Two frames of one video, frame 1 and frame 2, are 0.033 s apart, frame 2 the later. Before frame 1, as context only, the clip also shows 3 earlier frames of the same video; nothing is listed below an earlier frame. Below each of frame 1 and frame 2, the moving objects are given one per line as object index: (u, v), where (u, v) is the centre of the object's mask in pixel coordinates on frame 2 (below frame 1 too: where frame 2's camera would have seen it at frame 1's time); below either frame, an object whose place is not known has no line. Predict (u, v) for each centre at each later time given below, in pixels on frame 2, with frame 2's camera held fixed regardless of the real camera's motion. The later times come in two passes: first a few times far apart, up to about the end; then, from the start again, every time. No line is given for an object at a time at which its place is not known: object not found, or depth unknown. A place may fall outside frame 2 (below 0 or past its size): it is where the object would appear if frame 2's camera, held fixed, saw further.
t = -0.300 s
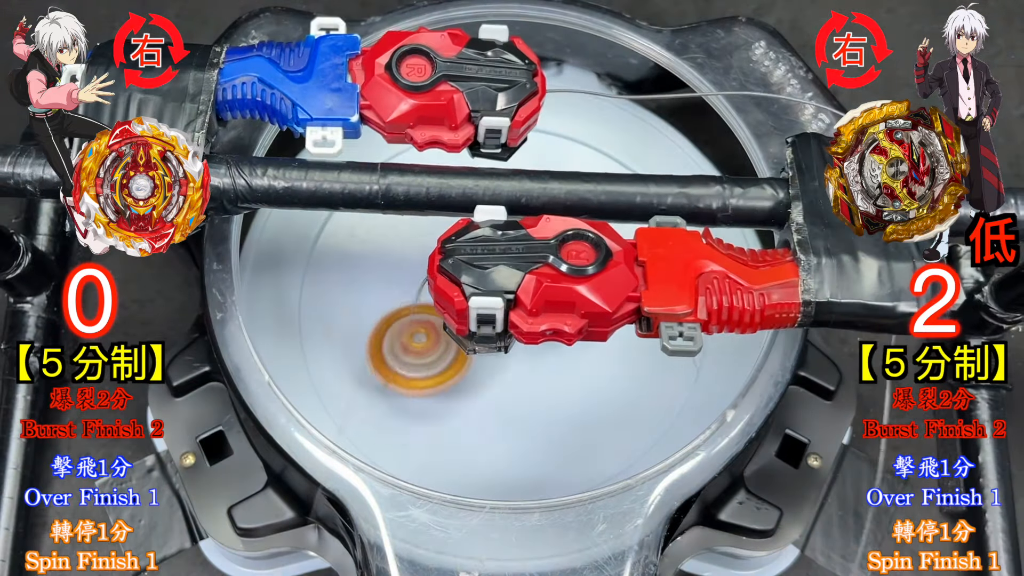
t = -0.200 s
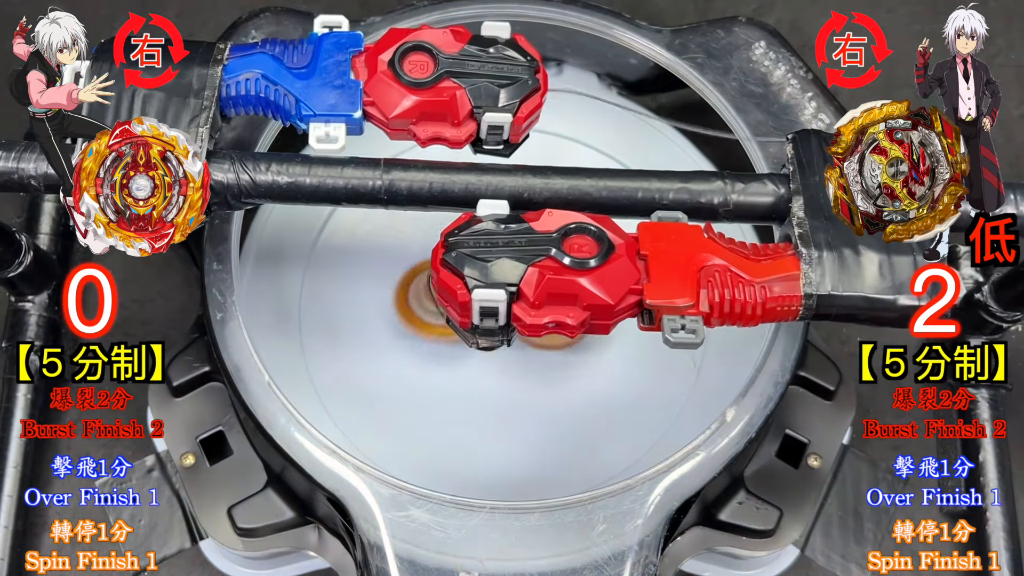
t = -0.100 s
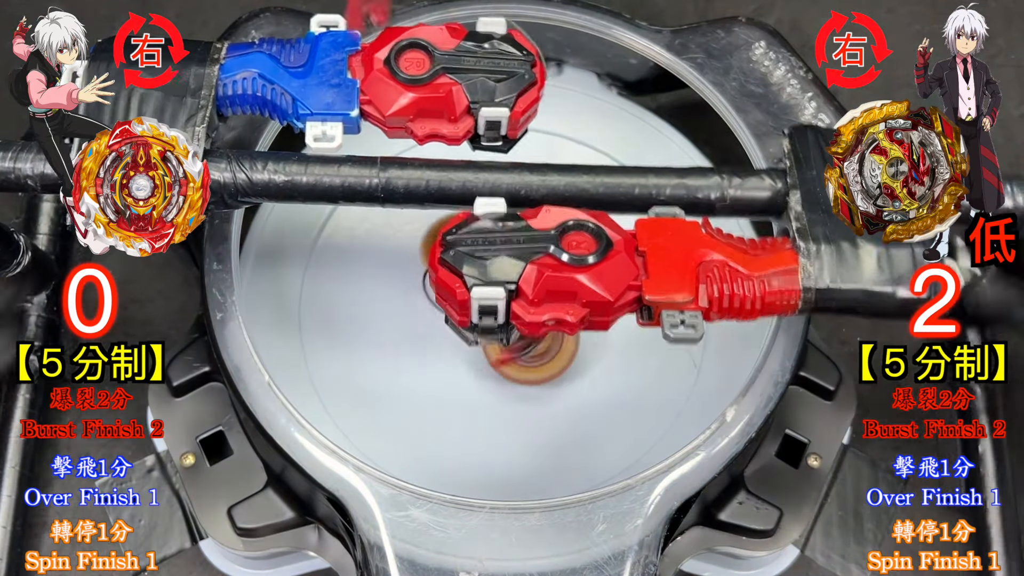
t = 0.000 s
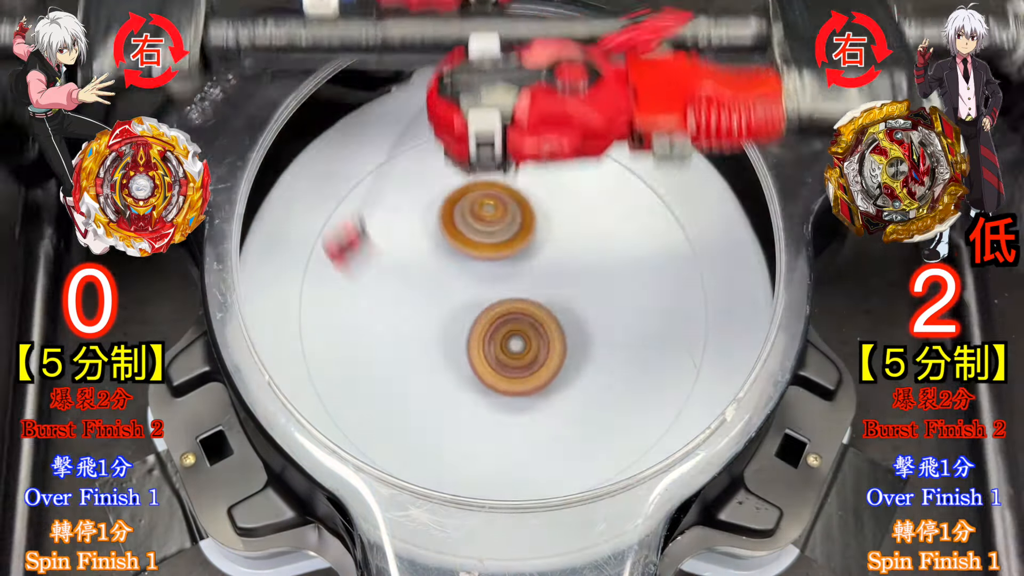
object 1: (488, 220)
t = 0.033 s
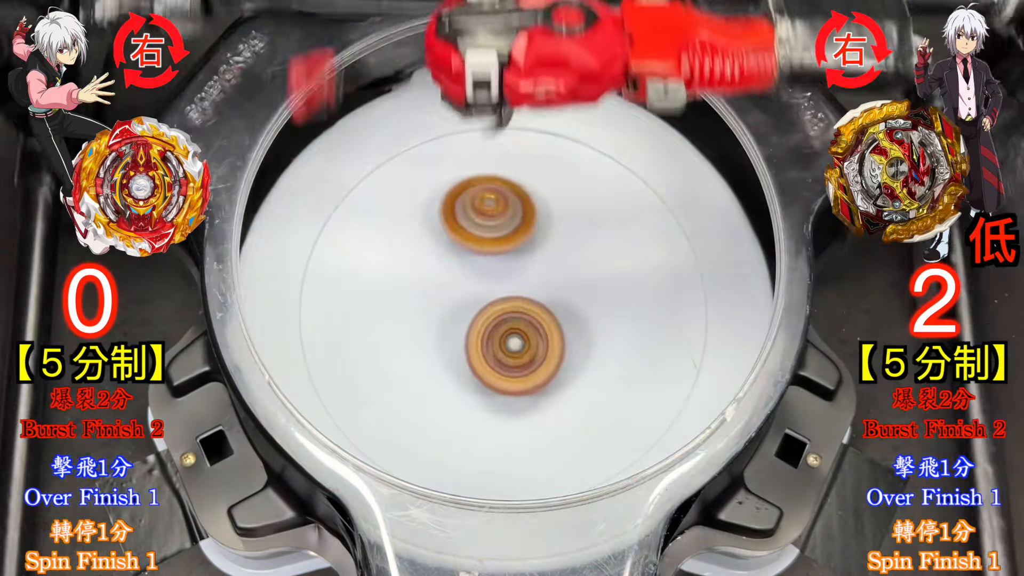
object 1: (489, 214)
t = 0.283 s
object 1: (428, 245)
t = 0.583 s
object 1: (343, 395)
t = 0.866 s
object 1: (507, 394)
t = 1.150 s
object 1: (637, 410)
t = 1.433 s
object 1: (488, 155)
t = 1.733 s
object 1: (320, 366)
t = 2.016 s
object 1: (651, 415)
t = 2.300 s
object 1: (570, 126)
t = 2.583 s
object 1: (309, 342)
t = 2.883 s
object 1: (650, 424)
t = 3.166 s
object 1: (558, 123)
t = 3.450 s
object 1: (310, 332)
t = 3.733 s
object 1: (569, 399)
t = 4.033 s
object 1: (506, 117)
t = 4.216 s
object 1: (355, 184)
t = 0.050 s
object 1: (489, 212)
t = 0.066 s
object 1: (487, 211)
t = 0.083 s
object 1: (486, 211)
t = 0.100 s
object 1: (484, 211)
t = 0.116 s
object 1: (481, 211)
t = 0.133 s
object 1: (477, 212)
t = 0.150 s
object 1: (473, 214)
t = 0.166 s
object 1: (469, 217)
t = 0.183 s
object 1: (464, 219)
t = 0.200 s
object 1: (459, 223)
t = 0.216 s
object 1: (453, 226)
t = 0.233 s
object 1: (448, 230)
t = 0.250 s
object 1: (441, 235)
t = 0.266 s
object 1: (435, 239)
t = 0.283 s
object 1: (428, 245)
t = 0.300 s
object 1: (421, 250)
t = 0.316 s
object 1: (414, 256)
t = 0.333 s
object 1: (406, 261)
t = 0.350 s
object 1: (398, 267)
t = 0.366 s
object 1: (390, 274)
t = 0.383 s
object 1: (382, 281)
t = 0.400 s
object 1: (374, 288)
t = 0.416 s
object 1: (366, 296)
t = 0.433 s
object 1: (359, 304)
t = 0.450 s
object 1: (351, 313)
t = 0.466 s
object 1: (344, 323)
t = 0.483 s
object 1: (338, 332)
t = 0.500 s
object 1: (332, 344)
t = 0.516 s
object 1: (328, 356)
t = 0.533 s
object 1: (326, 367)
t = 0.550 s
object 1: (328, 377)
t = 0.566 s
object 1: (333, 386)
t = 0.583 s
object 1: (343, 395)
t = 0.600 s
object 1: (352, 404)
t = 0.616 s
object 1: (363, 411)
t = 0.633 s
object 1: (373, 418)
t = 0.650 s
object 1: (384, 424)
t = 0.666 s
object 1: (394, 428)
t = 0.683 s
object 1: (404, 432)
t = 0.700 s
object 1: (415, 436)
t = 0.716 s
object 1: (426, 437)
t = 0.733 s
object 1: (437, 437)
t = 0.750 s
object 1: (447, 435)
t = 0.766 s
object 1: (458, 433)
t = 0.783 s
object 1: (467, 428)
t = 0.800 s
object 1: (477, 424)
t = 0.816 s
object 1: (485, 418)
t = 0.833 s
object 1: (493, 411)
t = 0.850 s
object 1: (500, 403)
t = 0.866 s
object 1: (507, 394)
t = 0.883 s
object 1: (512, 386)
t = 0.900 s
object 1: (517, 376)
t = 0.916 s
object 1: (529, 391)
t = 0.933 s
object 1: (543, 410)
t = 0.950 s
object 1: (557, 427)
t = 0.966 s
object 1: (571, 442)
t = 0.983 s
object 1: (582, 449)
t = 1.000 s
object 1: (592, 454)
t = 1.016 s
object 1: (604, 465)
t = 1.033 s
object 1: (607, 450)
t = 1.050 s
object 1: (613, 447)
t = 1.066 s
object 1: (618, 444)
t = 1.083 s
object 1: (622, 442)
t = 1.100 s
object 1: (626, 435)
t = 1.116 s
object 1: (631, 428)
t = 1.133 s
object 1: (634, 421)
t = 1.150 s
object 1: (637, 410)
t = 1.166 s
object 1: (637, 396)
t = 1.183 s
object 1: (638, 382)
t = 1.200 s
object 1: (637, 365)
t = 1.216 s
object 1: (636, 349)
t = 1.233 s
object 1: (633, 331)
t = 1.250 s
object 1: (630, 312)
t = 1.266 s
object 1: (625, 294)
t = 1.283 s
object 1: (617, 275)
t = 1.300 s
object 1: (608, 257)
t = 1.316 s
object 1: (598, 240)
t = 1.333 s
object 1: (585, 224)
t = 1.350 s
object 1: (572, 209)
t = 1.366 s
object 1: (556, 196)
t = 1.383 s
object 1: (540, 183)
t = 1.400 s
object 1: (523, 172)
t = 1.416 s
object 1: (506, 162)
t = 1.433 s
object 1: (488, 155)
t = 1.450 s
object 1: (469, 148)
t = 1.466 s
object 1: (450, 144)
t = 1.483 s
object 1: (431, 142)
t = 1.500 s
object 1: (412, 142)
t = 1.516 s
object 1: (393, 143)
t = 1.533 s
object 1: (379, 154)
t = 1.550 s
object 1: (368, 167)
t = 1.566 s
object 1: (356, 182)
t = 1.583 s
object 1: (344, 197)
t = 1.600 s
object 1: (333, 213)
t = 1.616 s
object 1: (321, 228)
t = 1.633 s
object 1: (311, 245)
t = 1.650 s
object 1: (307, 264)
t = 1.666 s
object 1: (304, 285)
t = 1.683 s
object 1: (304, 306)
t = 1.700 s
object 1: (305, 326)
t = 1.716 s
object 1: (311, 347)
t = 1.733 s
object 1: (320, 366)
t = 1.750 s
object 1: (331, 385)
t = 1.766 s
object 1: (345, 403)
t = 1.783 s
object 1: (362, 418)
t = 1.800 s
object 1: (379, 432)
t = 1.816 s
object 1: (399, 443)
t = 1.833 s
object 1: (418, 465)
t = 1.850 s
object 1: (438, 476)
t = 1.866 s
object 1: (459, 481)
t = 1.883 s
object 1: (482, 485)
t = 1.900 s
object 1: (507, 484)
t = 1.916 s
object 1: (531, 481)
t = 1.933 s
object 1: (555, 477)
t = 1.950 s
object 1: (576, 469)
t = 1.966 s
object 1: (595, 452)
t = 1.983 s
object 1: (614, 442)
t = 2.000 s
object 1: (634, 429)
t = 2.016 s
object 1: (651, 415)
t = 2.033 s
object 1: (666, 399)
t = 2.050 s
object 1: (680, 381)
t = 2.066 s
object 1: (690, 362)
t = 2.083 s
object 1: (698, 342)
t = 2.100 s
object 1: (702, 322)
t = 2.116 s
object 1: (705, 301)
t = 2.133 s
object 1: (705, 280)
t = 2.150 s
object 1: (702, 259)
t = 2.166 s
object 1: (698, 239)
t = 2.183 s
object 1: (691, 220)
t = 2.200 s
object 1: (679, 203)
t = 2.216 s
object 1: (663, 186)
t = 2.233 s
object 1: (648, 171)
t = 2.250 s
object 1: (631, 157)
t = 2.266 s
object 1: (613, 143)
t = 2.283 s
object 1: (592, 133)
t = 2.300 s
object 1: (570, 126)
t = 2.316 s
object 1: (547, 119)
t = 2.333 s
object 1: (522, 116)
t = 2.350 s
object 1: (498, 116)
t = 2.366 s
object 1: (474, 118)
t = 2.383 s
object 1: (450, 123)
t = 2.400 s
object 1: (427, 130)
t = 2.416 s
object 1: (405, 141)
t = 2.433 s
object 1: (384, 152)
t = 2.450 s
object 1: (365, 168)
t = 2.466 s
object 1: (348, 185)
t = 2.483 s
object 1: (333, 205)
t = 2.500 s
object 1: (321, 226)
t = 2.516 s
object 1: (311, 248)
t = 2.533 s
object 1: (306, 272)
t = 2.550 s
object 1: (303, 296)
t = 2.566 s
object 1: (304, 319)
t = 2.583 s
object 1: (309, 342)
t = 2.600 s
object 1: (319, 364)
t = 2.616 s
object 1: (330, 384)
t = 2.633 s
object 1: (346, 402)
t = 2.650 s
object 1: (363, 419)
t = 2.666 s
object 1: (380, 432)
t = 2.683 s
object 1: (400, 444)
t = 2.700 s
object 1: (419, 466)
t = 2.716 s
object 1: (438, 477)
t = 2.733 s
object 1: (460, 484)
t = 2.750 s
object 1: (482, 488)
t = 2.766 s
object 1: (507, 490)
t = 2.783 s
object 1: (530, 488)
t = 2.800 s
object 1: (554, 484)
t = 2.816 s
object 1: (576, 477)
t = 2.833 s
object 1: (597, 468)
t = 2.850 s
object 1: (613, 448)
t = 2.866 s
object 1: (632, 437)
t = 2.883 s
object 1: (650, 424)
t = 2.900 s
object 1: (665, 411)
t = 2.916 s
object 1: (680, 395)
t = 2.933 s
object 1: (692, 378)
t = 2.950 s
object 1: (702, 359)
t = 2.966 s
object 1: (710, 340)
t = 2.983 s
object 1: (713, 318)
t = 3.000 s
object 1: (712, 297)
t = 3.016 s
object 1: (709, 274)
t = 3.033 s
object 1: (703, 252)
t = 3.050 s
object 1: (695, 230)
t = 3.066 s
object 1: (682, 209)
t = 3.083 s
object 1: (667, 189)
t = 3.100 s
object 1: (650, 170)
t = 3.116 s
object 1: (629, 156)
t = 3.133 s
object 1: (607, 141)
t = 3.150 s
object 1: (582, 131)
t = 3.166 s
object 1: (558, 123)
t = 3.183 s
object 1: (531, 119)
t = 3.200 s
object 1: (505, 117)
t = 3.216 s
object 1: (480, 118)
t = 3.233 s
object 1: (454, 124)
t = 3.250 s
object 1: (430, 130)
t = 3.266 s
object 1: (407, 141)
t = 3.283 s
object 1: (385, 153)
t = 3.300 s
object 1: (365, 168)
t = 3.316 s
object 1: (348, 186)
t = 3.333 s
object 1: (333, 204)
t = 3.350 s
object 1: (323, 221)
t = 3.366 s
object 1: (316, 239)
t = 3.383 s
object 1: (311, 258)
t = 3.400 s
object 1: (307, 275)
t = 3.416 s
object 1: (304, 294)
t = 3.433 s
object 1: (305, 313)
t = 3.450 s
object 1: (310, 332)
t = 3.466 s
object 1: (316, 350)
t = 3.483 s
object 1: (325, 366)
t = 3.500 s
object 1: (336, 382)
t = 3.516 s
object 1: (349, 396)
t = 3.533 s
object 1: (364, 409)
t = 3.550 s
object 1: (381, 420)
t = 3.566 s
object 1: (400, 430)
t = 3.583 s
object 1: (419, 438)
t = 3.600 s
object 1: (439, 443)
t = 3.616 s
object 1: (455, 445)
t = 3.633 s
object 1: (471, 446)
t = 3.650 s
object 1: (487, 444)
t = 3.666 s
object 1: (505, 439)
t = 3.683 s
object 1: (521, 432)
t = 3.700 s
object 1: (538, 423)
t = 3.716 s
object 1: (554, 412)
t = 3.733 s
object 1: (569, 399)
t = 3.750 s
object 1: (583, 386)
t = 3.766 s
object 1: (594, 371)
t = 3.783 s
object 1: (605, 355)
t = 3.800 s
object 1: (611, 338)
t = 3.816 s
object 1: (615, 320)
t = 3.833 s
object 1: (617, 302)
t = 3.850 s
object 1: (616, 284)
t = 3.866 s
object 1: (613, 264)
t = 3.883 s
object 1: (607, 245)
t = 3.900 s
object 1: (599, 225)
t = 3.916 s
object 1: (590, 205)
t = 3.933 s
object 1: (581, 188)
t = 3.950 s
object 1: (570, 172)
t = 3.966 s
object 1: (559, 157)
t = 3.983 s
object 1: (547, 143)
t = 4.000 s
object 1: (534, 131)
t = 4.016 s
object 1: (520, 119)
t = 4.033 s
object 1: (506, 117)
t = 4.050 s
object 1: (490, 119)
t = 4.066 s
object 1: (475, 125)
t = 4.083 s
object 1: (459, 132)
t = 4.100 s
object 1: (445, 135)
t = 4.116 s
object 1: (430, 143)
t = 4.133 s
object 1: (415, 149)
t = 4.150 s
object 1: (401, 155)
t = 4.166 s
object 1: (388, 161)
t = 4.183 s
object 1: (376, 168)
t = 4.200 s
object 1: (365, 176)
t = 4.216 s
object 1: (355, 184)
